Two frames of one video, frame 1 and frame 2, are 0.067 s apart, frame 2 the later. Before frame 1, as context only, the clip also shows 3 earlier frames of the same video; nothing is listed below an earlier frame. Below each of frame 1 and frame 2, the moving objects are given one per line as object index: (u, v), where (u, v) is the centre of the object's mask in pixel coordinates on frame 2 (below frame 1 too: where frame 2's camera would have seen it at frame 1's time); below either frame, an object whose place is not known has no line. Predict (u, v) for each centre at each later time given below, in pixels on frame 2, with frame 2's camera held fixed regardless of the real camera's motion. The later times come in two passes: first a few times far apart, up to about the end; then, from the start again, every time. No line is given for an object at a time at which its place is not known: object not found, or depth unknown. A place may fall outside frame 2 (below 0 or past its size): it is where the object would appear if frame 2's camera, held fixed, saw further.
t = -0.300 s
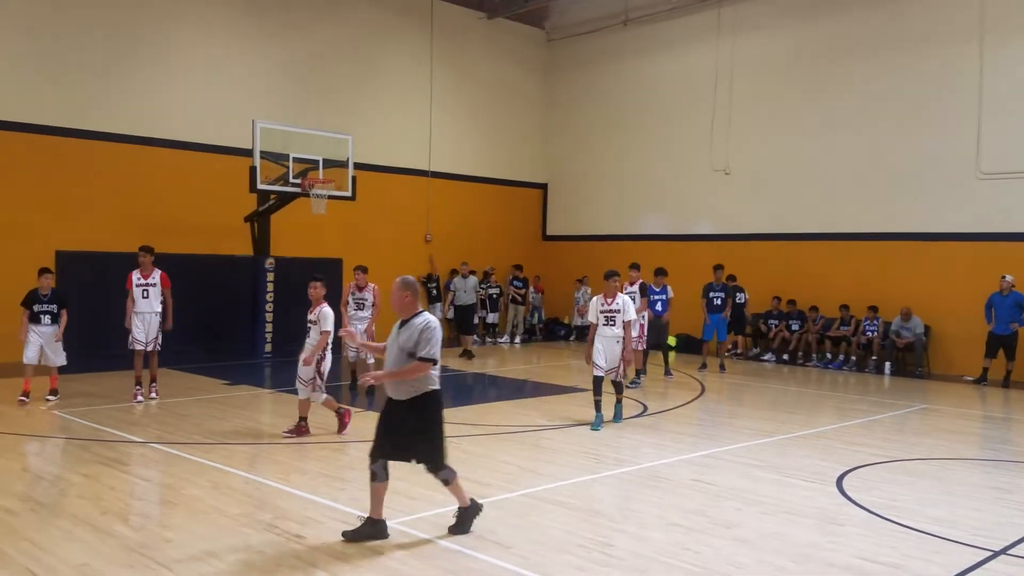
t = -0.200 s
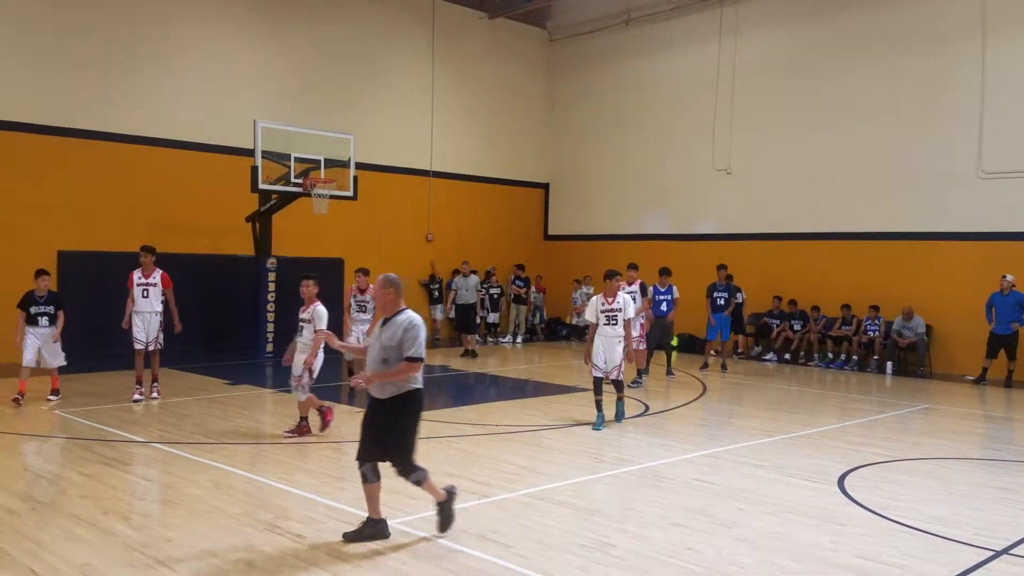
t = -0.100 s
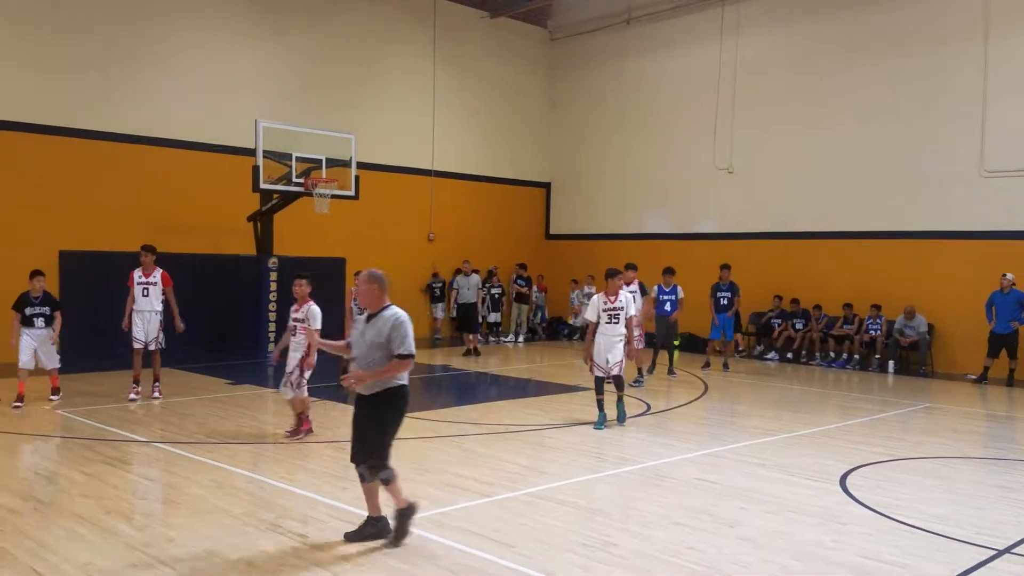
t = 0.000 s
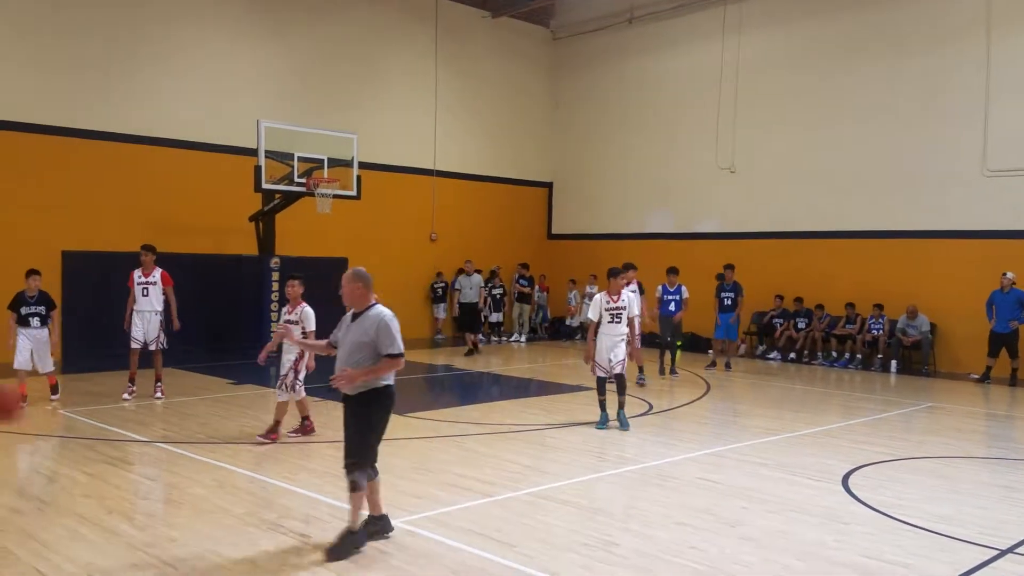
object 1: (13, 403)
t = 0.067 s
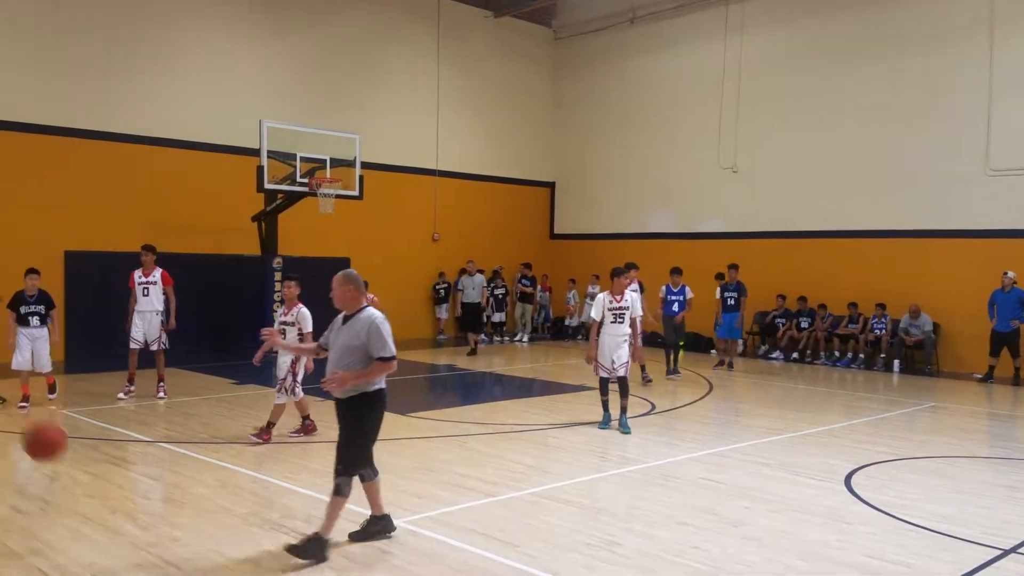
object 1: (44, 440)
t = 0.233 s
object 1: (130, 516)
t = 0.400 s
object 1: (175, 440)
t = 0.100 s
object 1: (65, 464)
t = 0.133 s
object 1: (84, 487)
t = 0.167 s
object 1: (103, 514)
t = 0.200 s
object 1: (121, 536)
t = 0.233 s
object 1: (130, 516)
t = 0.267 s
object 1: (139, 497)
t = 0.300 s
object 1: (147, 481)
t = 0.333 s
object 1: (156, 466)
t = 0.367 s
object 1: (164, 453)
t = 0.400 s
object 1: (175, 440)
